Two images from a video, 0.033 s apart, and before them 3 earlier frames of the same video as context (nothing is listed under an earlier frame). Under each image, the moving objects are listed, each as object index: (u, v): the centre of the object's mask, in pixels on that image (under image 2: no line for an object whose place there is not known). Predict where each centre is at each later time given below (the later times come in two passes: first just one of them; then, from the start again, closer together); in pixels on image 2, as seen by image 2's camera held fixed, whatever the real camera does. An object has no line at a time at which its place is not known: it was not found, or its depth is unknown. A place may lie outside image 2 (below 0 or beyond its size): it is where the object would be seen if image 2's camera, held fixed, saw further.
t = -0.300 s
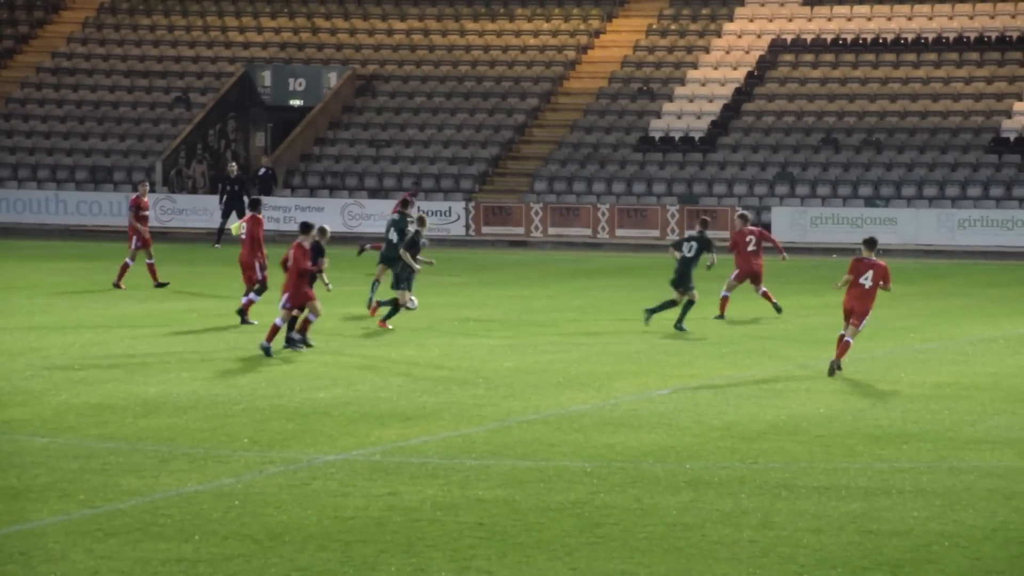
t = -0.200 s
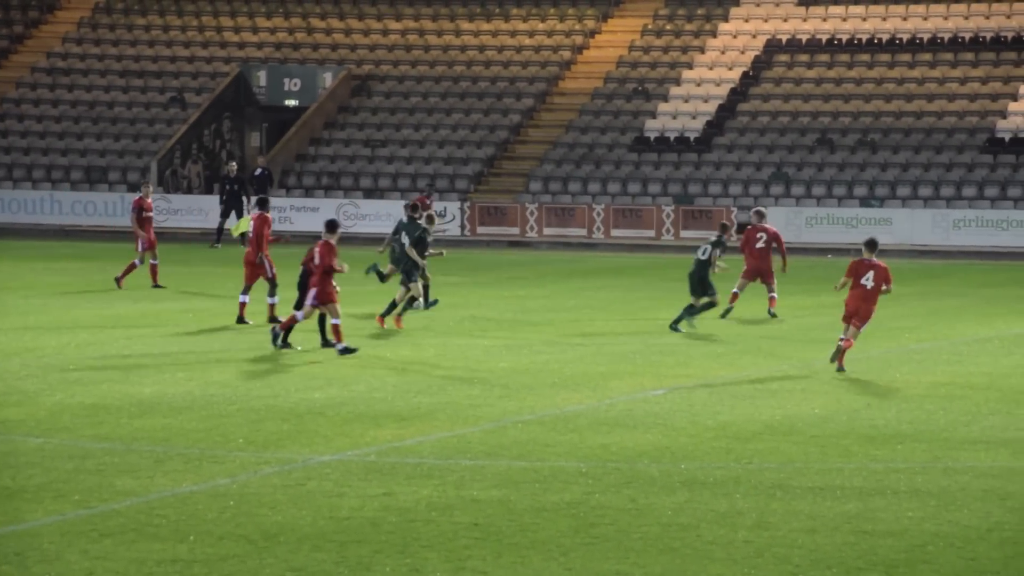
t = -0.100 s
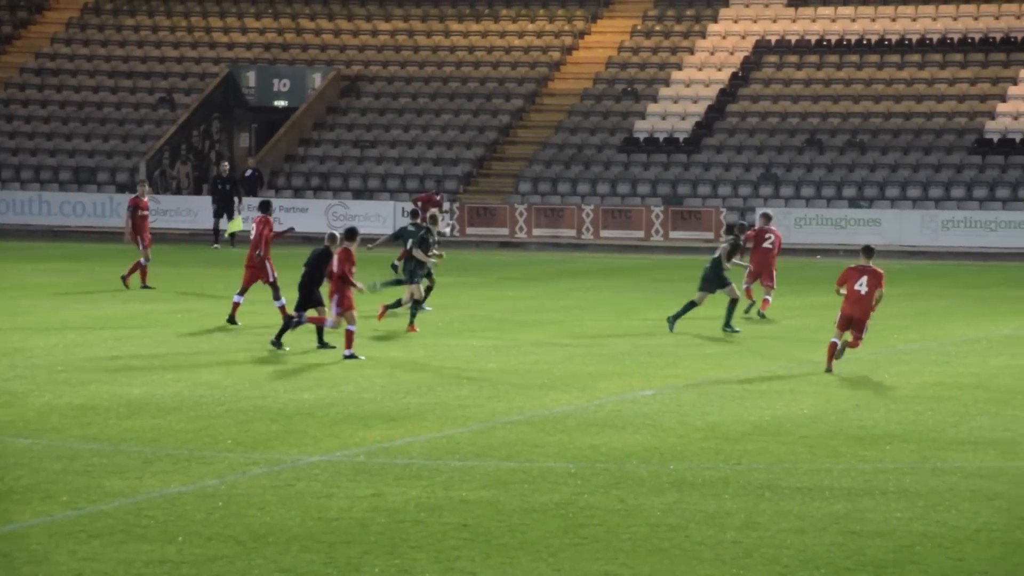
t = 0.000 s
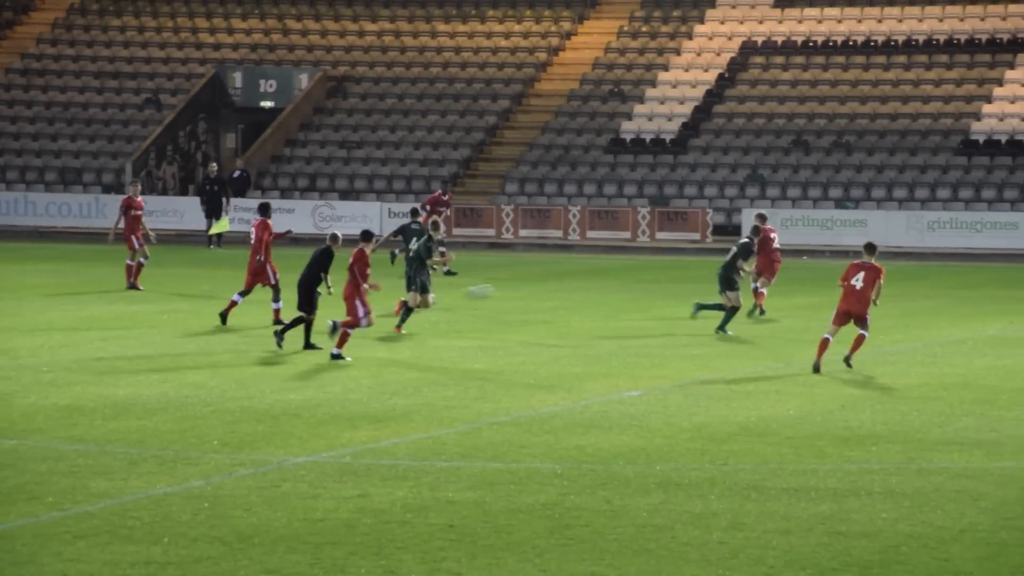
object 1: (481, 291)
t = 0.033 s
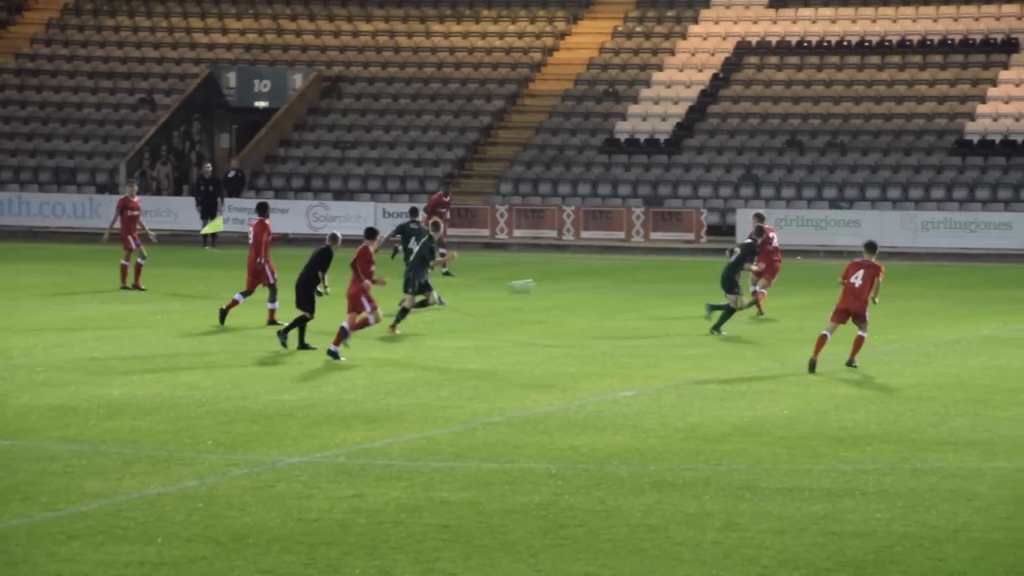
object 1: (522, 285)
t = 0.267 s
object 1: (840, 270)
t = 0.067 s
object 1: (569, 281)
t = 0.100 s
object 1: (614, 279)
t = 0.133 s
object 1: (661, 274)
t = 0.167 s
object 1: (706, 272)
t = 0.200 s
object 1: (749, 271)
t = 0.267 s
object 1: (840, 270)
